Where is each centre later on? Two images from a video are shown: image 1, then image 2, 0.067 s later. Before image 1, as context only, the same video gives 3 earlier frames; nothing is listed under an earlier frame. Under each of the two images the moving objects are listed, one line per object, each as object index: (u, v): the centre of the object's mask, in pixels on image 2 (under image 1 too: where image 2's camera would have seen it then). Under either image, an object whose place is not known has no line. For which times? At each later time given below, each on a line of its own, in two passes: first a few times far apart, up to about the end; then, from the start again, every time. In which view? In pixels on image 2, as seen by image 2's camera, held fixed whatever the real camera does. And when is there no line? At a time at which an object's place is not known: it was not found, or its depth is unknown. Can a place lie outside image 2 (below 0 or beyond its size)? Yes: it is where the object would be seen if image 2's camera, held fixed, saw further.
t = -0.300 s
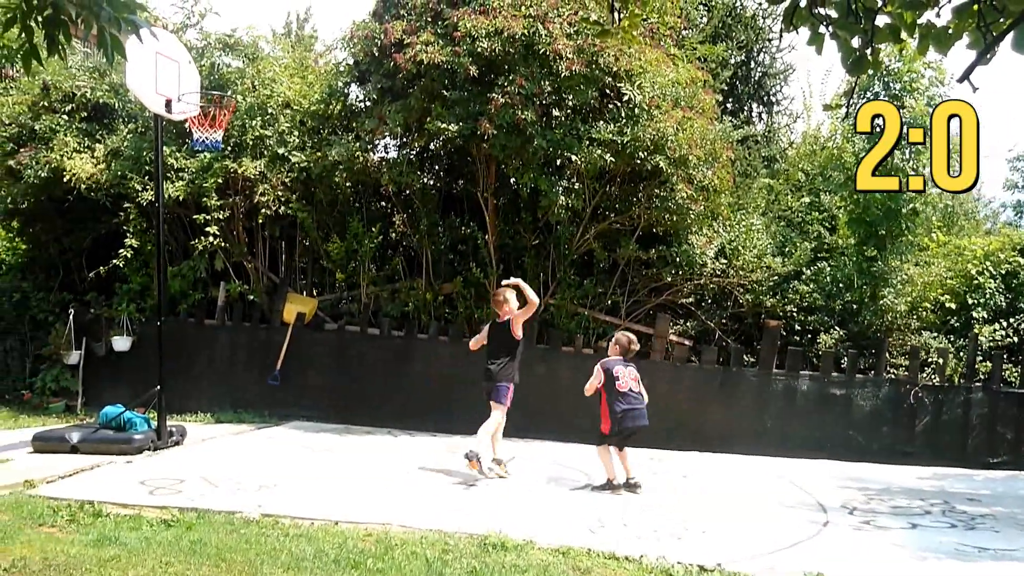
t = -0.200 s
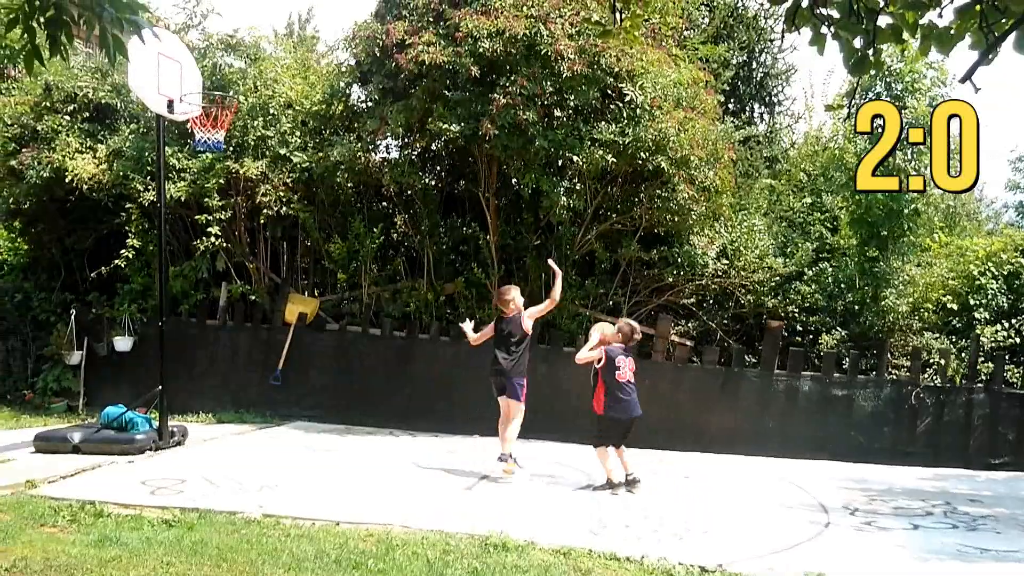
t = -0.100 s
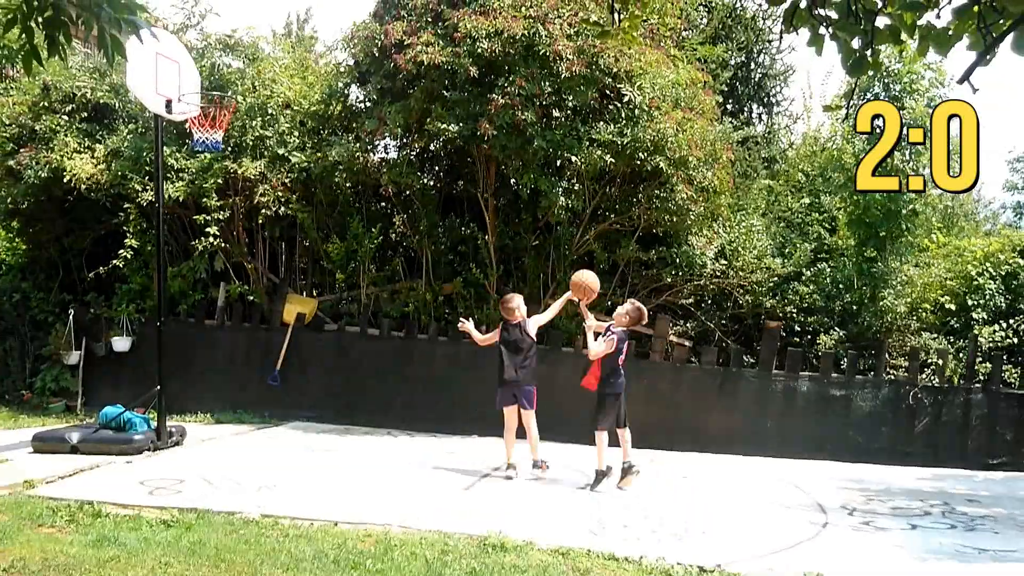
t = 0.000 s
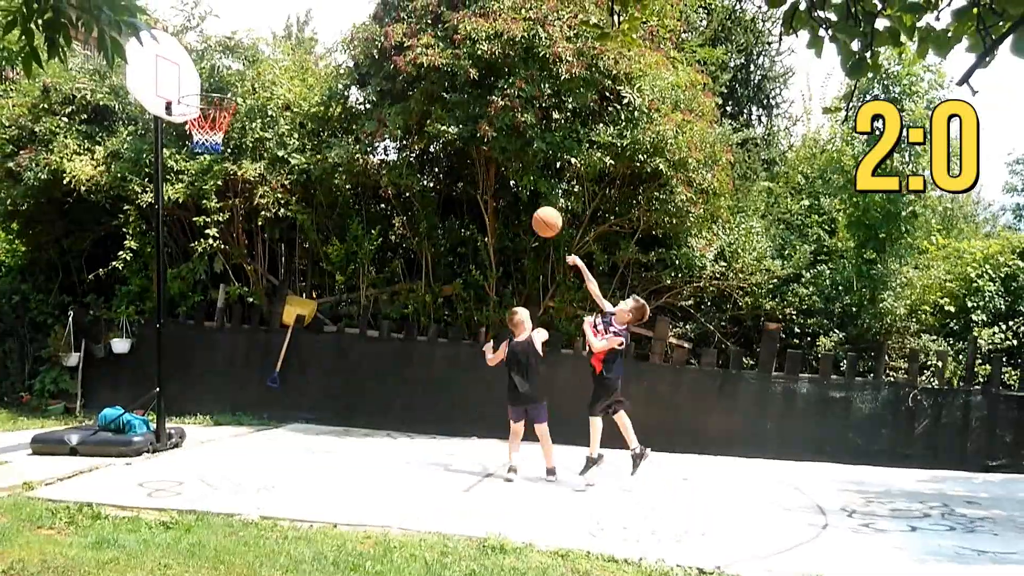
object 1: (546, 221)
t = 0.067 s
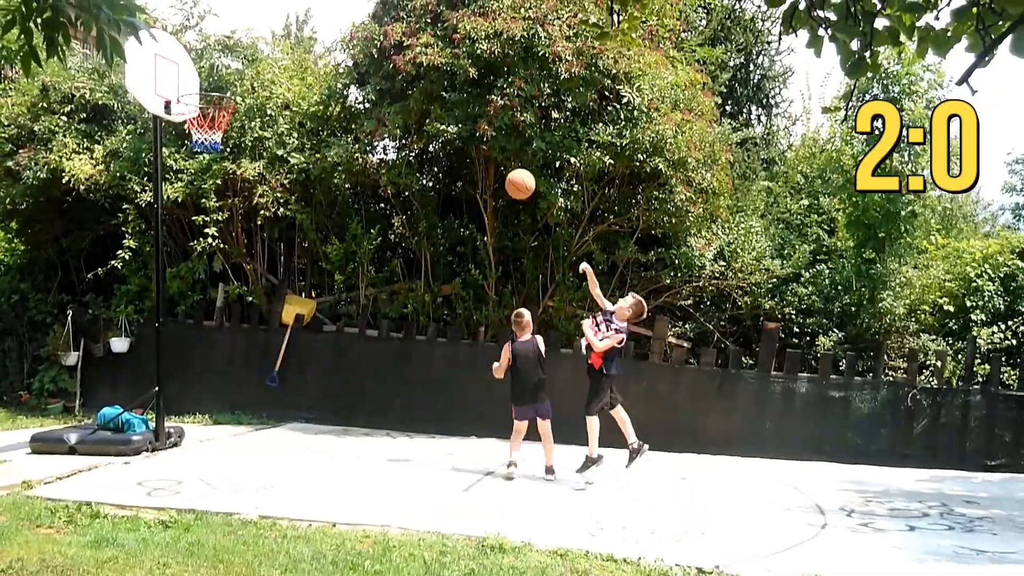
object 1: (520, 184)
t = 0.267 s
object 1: (444, 106)
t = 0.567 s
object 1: (335, 81)
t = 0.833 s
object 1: (242, 145)
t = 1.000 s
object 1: (187, 225)
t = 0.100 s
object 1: (507, 167)
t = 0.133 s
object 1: (494, 152)
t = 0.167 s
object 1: (481, 139)
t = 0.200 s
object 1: (469, 127)
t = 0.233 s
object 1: (456, 116)
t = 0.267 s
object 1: (444, 106)
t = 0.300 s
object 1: (431, 99)
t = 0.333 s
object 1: (419, 92)
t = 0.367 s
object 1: (407, 86)
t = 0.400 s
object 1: (395, 82)
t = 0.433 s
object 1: (382, 80)
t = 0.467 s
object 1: (371, 78)
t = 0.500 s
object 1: (358, 77)
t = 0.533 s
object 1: (346, 79)
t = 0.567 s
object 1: (335, 81)
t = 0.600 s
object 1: (323, 84)
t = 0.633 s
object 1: (311, 90)
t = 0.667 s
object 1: (299, 96)
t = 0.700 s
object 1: (288, 103)
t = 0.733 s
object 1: (276, 112)
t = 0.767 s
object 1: (265, 122)
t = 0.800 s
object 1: (254, 133)
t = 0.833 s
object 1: (242, 145)
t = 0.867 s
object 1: (231, 159)
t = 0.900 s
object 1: (220, 174)
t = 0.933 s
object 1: (209, 189)
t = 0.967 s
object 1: (198, 207)
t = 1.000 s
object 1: (187, 225)
